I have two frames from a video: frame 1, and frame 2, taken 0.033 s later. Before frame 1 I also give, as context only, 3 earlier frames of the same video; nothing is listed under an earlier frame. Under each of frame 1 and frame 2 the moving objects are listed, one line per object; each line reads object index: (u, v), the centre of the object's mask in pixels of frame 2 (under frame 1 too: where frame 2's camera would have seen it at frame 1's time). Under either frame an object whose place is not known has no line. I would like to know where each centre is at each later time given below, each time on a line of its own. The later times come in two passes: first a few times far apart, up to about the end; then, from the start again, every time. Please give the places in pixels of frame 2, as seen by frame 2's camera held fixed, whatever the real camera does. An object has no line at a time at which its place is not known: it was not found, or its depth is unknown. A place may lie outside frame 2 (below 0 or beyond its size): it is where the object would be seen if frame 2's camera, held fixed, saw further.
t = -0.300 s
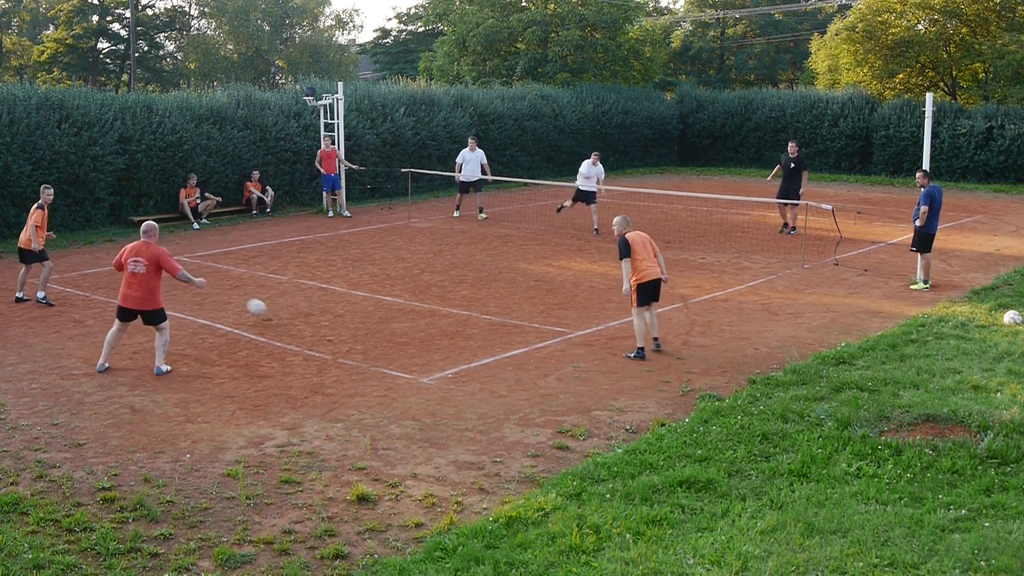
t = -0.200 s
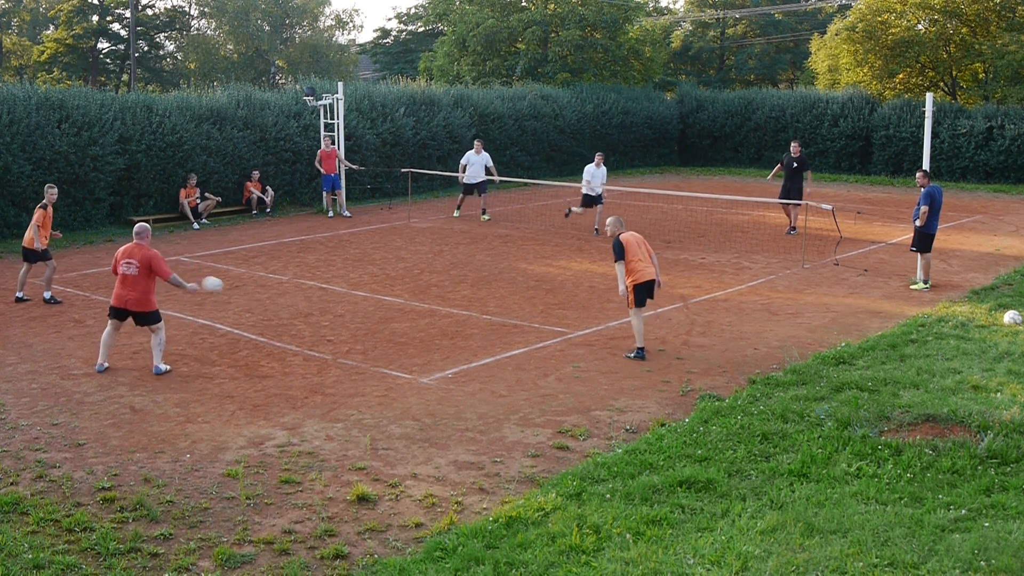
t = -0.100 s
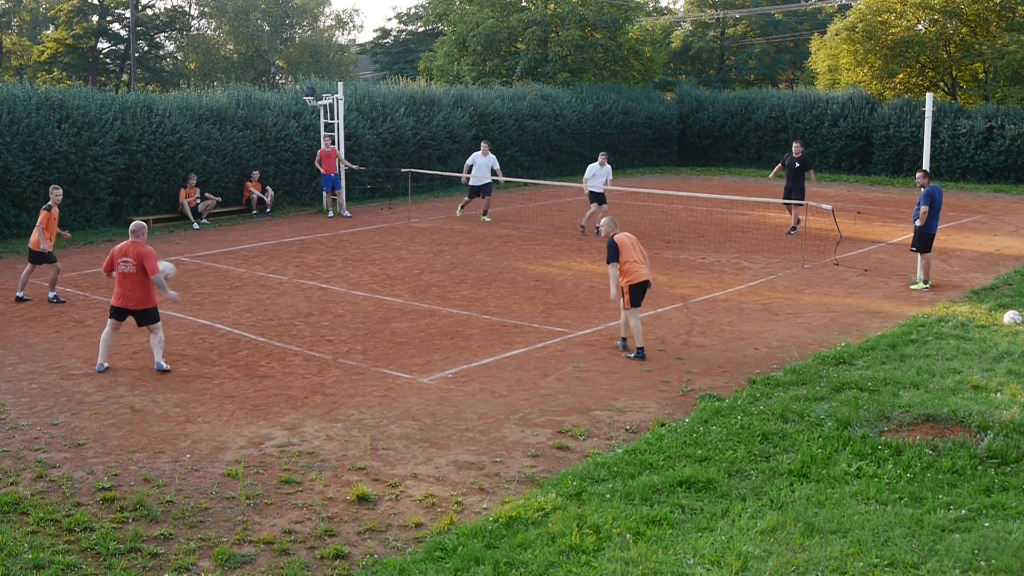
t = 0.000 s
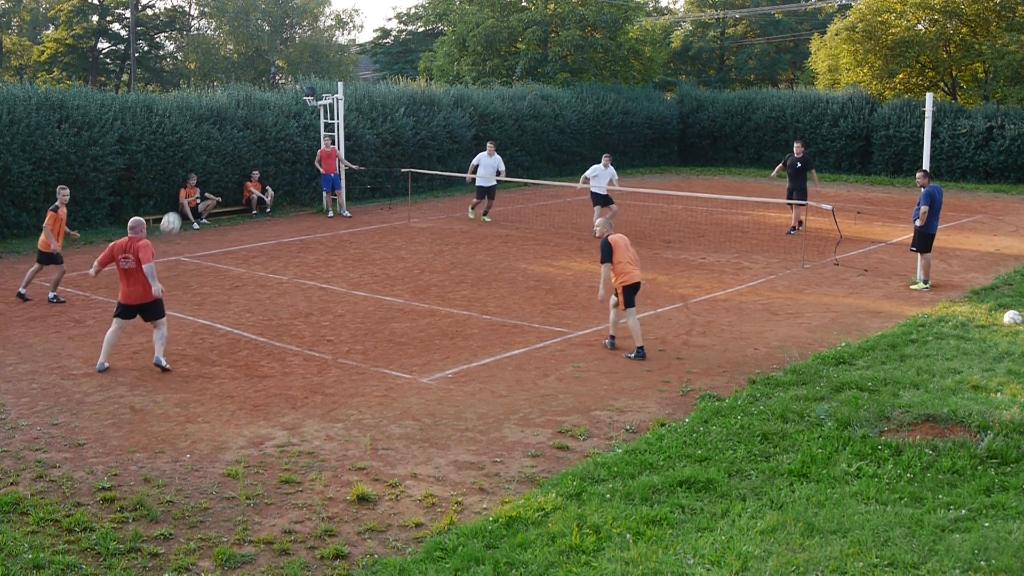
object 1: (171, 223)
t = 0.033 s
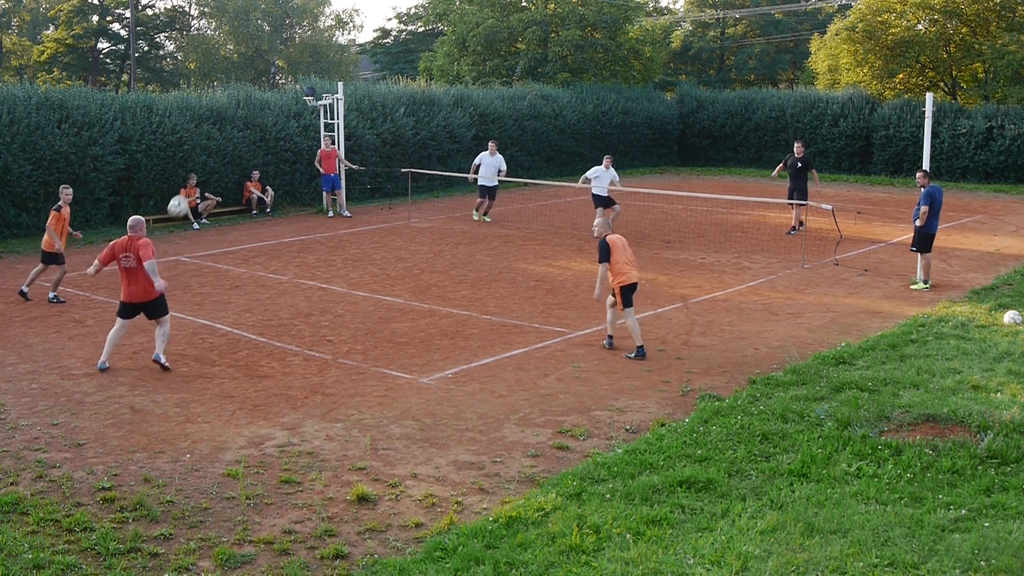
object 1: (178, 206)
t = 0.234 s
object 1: (222, 125)
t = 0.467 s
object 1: (271, 74)
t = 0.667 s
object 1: (313, 66)
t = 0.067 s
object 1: (185, 189)
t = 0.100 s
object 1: (193, 174)
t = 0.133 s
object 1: (200, 161)
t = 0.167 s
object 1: (207, 148)
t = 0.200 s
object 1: (215, 136)
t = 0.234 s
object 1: (222, 125)
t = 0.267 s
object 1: (229, 116)
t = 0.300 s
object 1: (236, 106)
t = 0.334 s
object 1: (243, 97)
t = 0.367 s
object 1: (250, 90)
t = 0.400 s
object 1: (257, 84)
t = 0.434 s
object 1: (264, 78)
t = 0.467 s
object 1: (271, 74)
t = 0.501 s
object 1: (279, 70)
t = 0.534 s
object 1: (285, 68)
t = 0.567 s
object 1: (292, 66)
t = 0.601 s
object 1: (299, 65)
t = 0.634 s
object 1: (306, 66)
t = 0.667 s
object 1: (313, 66)
